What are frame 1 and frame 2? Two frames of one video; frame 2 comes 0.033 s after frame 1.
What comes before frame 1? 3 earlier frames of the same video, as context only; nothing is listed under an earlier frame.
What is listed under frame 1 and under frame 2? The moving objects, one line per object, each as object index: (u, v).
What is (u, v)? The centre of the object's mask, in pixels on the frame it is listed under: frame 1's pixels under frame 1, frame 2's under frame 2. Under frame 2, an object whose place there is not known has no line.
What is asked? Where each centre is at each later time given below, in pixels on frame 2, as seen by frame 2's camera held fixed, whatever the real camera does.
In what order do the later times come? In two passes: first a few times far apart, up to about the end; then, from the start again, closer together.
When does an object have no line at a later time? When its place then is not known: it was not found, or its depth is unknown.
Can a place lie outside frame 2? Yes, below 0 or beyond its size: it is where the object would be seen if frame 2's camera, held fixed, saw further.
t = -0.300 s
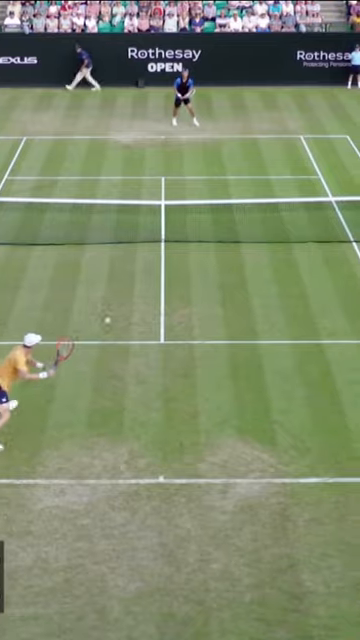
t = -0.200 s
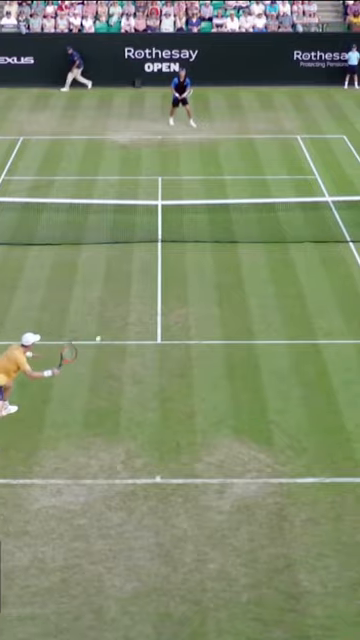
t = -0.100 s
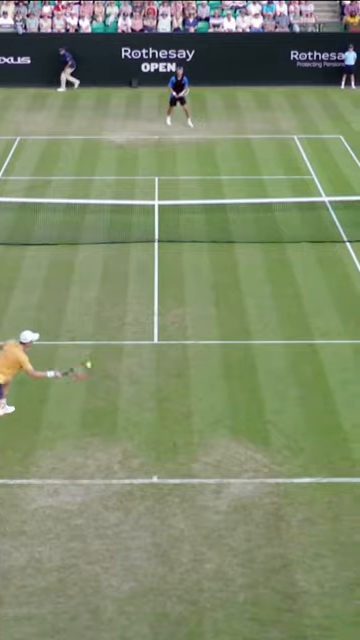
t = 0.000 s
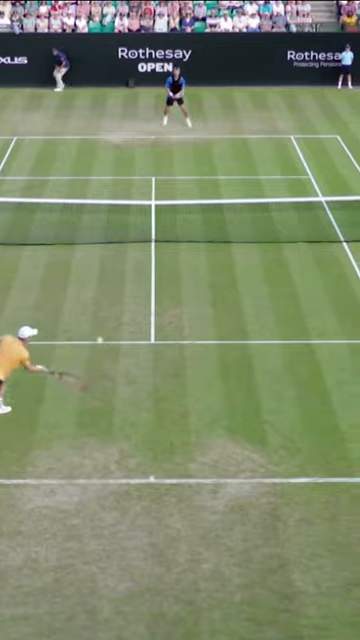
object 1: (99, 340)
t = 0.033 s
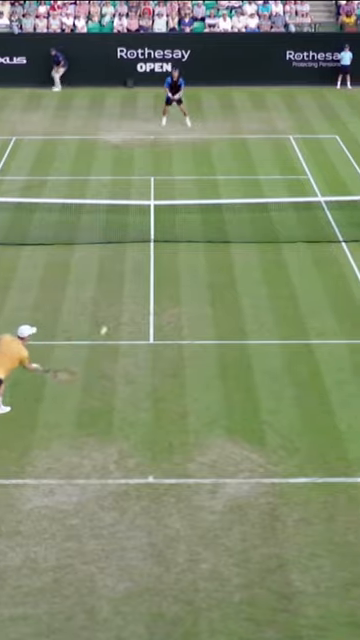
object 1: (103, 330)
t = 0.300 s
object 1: (165, 228)
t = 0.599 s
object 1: (218, 185)
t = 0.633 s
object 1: (220, 183)
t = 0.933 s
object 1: (262, 185)
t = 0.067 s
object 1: (113, 310)
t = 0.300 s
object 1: (165, 228)
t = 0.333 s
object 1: (170, 224)
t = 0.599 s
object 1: (218, 185)
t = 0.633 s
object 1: (220, 183)
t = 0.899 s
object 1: (260, 184)
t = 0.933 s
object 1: (262, 185)
